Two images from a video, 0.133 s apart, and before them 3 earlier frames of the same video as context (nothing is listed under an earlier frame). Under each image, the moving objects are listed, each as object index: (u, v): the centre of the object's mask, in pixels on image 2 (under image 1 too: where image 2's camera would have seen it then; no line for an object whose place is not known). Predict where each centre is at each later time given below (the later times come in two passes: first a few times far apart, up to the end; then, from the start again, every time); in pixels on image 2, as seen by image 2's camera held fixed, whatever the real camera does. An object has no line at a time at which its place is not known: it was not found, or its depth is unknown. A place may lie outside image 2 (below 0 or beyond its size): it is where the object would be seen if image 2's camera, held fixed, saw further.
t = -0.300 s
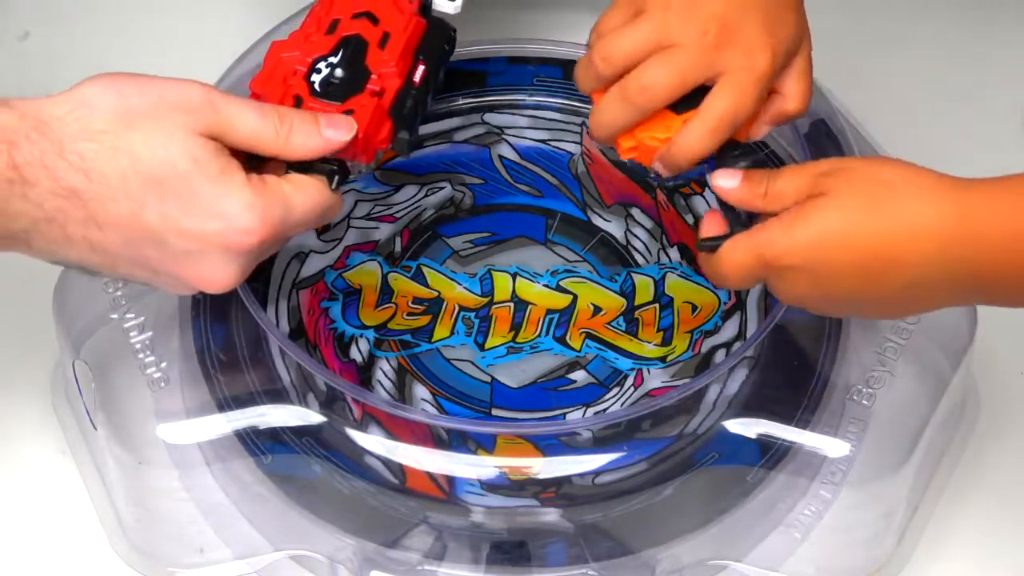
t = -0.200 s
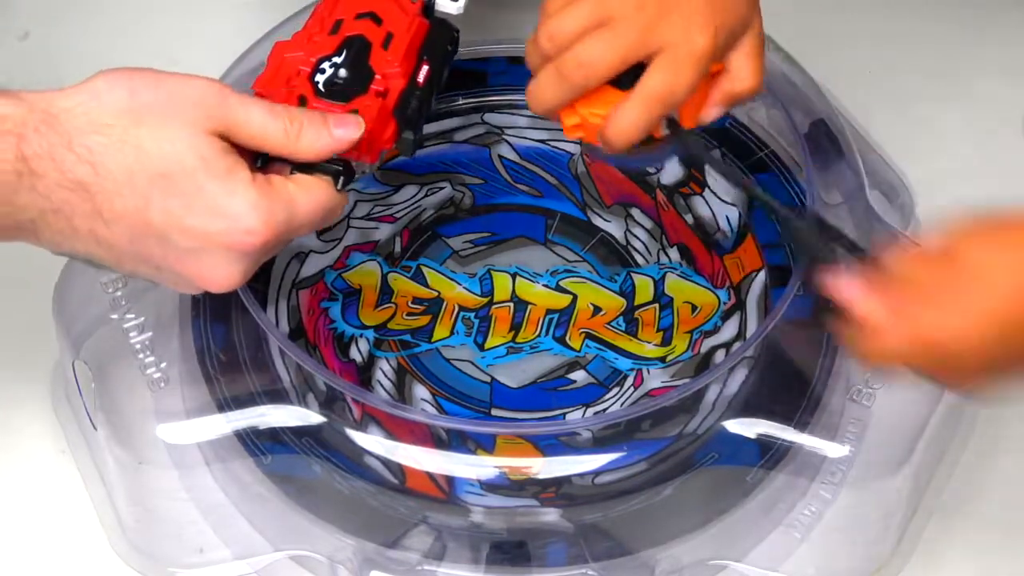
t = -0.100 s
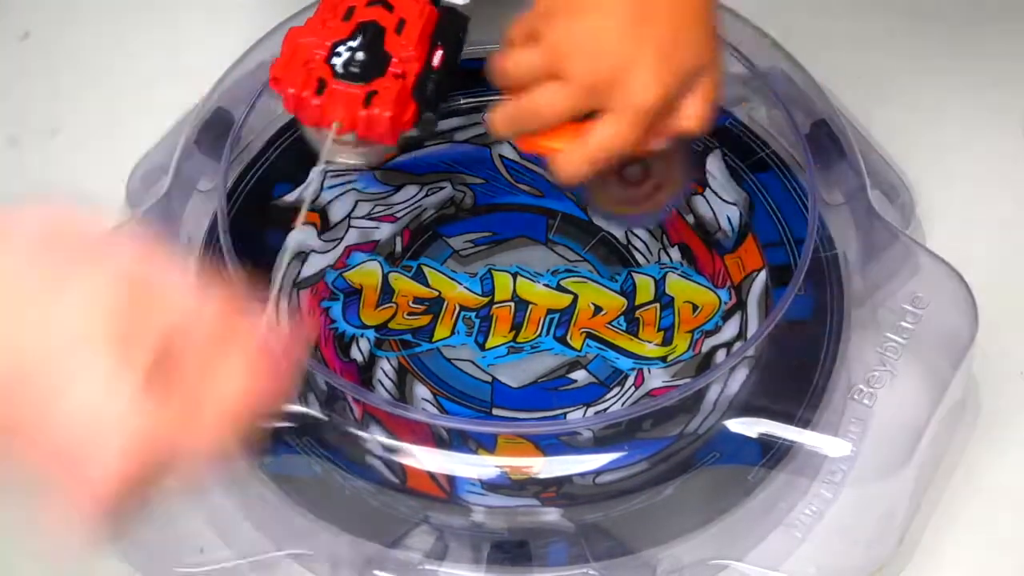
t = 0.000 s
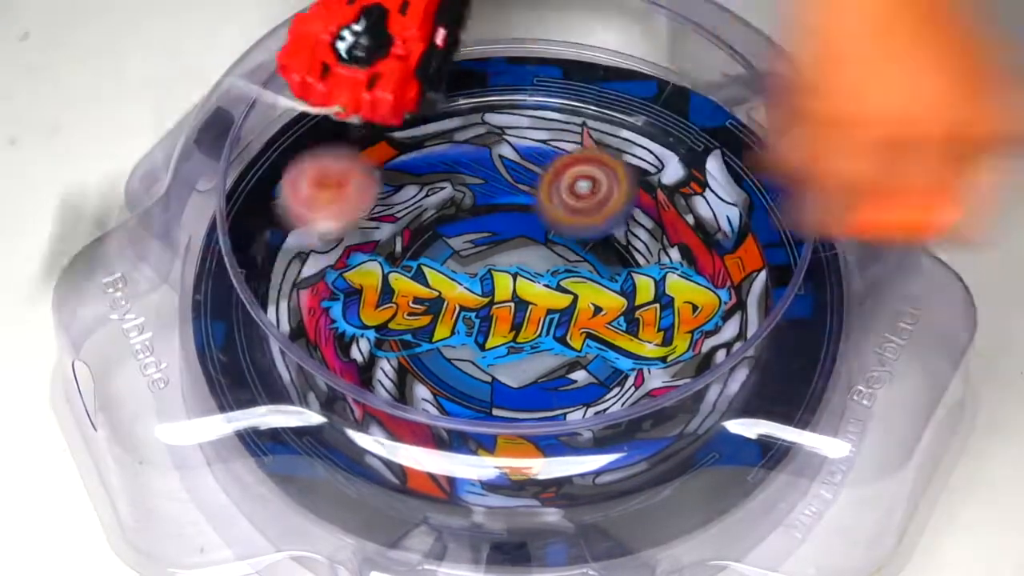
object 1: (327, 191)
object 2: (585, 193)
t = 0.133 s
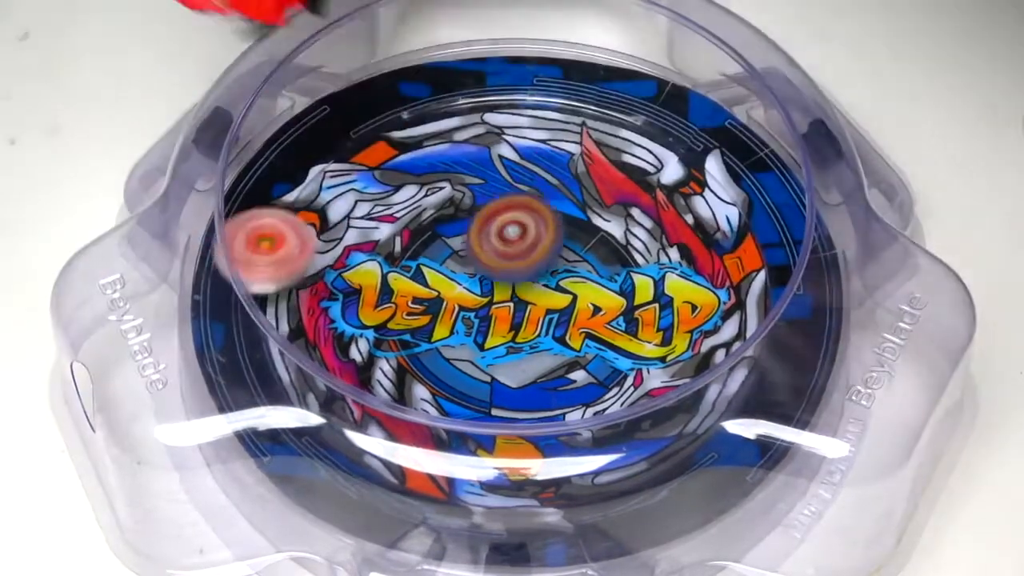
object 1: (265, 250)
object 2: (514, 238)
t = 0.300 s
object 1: (341, 330)
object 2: (474, 330)
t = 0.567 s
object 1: (422, 363)
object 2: (699, 433)
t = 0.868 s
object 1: (494, 312)
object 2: (773, 274)
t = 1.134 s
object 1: (292, 295)
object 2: (602, 148)
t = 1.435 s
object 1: (124, 379)
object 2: (491, 203)
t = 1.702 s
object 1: (123, 379)
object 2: (552, 423)
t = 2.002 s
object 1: (123, 367)
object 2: (729, 292)
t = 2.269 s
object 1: (118, 378)
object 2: (456, 140)
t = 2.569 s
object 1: (115, 379)
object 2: (277, 299)
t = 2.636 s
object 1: (115, 379)
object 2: (290, 356)
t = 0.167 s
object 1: (258, 277)
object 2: (504, 243)
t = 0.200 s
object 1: (273, 291)
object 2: (488, 268)
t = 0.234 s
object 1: (296, 299)
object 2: (481, 284)
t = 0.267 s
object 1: (317, 320)
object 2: (477, 300)
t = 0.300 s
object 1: (341, 330)
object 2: (474, 330)
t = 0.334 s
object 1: (361, 341)
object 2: (477, 352)
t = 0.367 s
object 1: (378, 350)
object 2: (493, 372)
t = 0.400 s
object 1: (394, 357)
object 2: (524, 393)
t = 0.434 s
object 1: (403, 360)
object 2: (551, 414)
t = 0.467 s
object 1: (410, 362)
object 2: (602, 430)
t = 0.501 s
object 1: (413, 364)
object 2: (632, 437)
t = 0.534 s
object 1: (416, 364)
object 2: (661, 444)
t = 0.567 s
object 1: (422, 363)
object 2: (699, 433)
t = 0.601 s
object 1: (430, 361)
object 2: (724, 429)
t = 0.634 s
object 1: (438, 359)
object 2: (754, 419)
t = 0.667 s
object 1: (448, 354)
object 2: (772, 389)
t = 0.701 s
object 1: (457, 350)
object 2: (780, 378)
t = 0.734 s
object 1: (466, 345)
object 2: (788, 360)
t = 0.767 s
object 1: (475, 336)
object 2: (792, 331)
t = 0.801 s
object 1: (482, 330)
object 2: (793, 312)
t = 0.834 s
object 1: (488, 323)
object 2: (790, 298)
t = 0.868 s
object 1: (494, 312)
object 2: (773, 274)
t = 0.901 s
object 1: (496, 304)
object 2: (754, 261)
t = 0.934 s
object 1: (496, 295)
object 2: (736, 250)
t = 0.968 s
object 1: (493, 283)
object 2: (698, 236)
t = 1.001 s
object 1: (491, 275)
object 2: (658, 224)
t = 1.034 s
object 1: (488, 267)
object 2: (616, 216)
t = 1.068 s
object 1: (475, 260)
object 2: (560, 207)
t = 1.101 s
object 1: (379, 280)
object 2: (580, 177)
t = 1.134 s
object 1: (292, 295)
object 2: (602, 148)
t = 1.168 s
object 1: (227, 290)
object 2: (618, 119)
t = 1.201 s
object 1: (190, 293)
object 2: (626, 105)
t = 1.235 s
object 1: (167, 303)
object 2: (628, 98)
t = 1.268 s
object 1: (117, 345)
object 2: (610, 108)
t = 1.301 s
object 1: (136, 374)
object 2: (591, 123)
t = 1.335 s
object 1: (126, 402)
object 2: (565, 139)
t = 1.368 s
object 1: (125, 398)
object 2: (532, 160)
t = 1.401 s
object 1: (119, 394)
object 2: (510, 179)
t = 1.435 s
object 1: (124, 379)
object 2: (491, 203)
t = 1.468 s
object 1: (125, 369)
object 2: (474, 236)
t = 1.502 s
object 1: (130, 367)
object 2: (467, 262)
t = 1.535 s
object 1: (125, 367)
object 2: (467, 291)
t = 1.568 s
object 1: (125, 376)
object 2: (472, 330)
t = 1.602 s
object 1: (124, 380)
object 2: (485, 361)
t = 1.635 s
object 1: (122, 381)
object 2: (504, 383)
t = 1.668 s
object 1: (122, 381)
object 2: (532, 412)
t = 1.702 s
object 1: (123, 379)
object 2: (552, 423)
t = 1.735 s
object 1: (124, 375)
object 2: (575, 421)
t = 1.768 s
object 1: (124, 371)
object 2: (618, 440)
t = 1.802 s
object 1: (130, 368)
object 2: (642, 447)
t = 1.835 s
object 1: (126, 366)
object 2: (658, 433)
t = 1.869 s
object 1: (128, 374)
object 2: (678, 407)
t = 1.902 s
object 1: (127, 376)
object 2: (695, 389)
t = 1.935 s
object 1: (124, 376)
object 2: (709, 360)
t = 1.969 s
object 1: (119, 374)
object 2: (720, 318)
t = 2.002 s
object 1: (123, 367)
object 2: (729, 292)
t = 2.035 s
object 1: (128, 365)
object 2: (727, 264)
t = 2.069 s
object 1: (127, 364)
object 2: (704, 226)
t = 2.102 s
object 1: (126, 365)
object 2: (677, 201)
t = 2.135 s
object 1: (123, 366)
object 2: (645, 180)
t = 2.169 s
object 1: (120, 368)
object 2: (593, 160)
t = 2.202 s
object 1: (119, 374)
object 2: (550, 150)
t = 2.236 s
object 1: (118, 376)
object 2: (510, 141)
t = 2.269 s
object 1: (118, 378)
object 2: (456, 140)
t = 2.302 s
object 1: (118, 378)
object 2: (419, 146)
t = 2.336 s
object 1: (117, 378)
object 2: (386, 148)
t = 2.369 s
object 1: (117, 378)
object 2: (349, 165)
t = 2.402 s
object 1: (117, 378)
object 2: (323, 180)
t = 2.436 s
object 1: (116, 378)
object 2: (304, 196)
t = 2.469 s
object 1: (116, 378)
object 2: (282, 226)
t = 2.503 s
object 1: (116, 379)
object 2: (276, 245)
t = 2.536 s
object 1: (116, 379)
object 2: (274, 268)
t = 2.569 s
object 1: (115, 379)
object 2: (277, 299)
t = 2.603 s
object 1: (115, 379)
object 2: (283, 326)
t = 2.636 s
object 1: (115, 379)
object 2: (290, 356)
